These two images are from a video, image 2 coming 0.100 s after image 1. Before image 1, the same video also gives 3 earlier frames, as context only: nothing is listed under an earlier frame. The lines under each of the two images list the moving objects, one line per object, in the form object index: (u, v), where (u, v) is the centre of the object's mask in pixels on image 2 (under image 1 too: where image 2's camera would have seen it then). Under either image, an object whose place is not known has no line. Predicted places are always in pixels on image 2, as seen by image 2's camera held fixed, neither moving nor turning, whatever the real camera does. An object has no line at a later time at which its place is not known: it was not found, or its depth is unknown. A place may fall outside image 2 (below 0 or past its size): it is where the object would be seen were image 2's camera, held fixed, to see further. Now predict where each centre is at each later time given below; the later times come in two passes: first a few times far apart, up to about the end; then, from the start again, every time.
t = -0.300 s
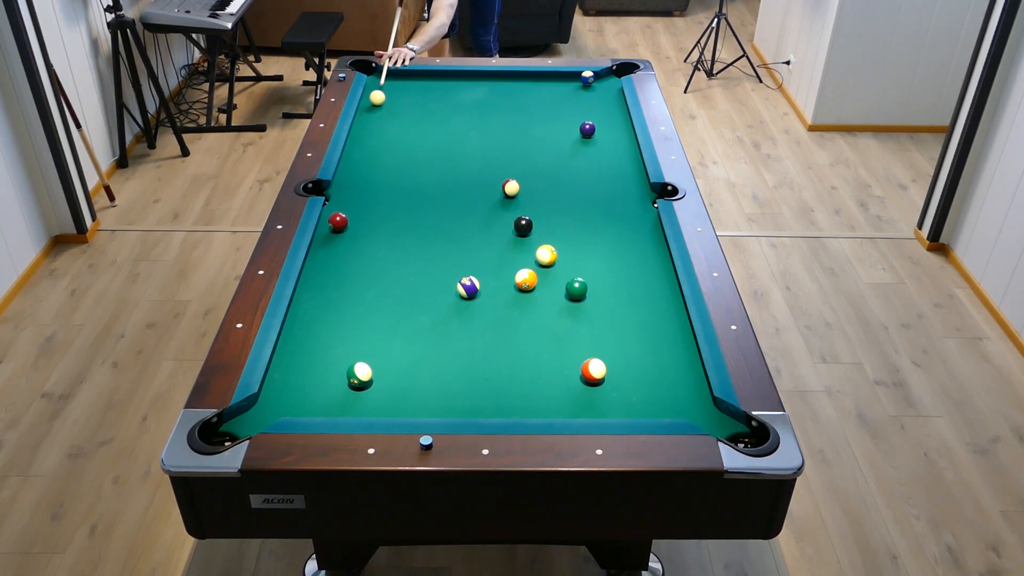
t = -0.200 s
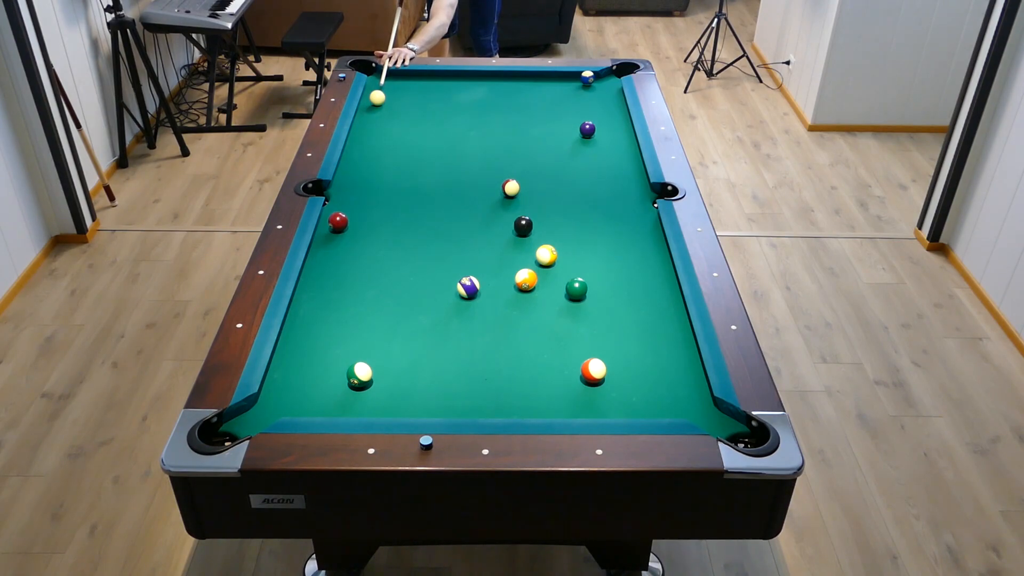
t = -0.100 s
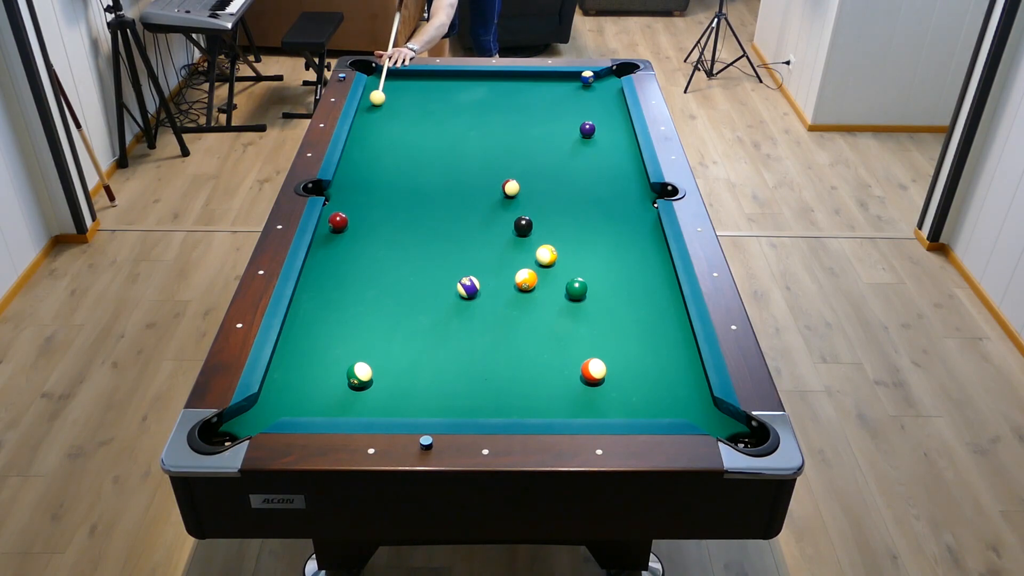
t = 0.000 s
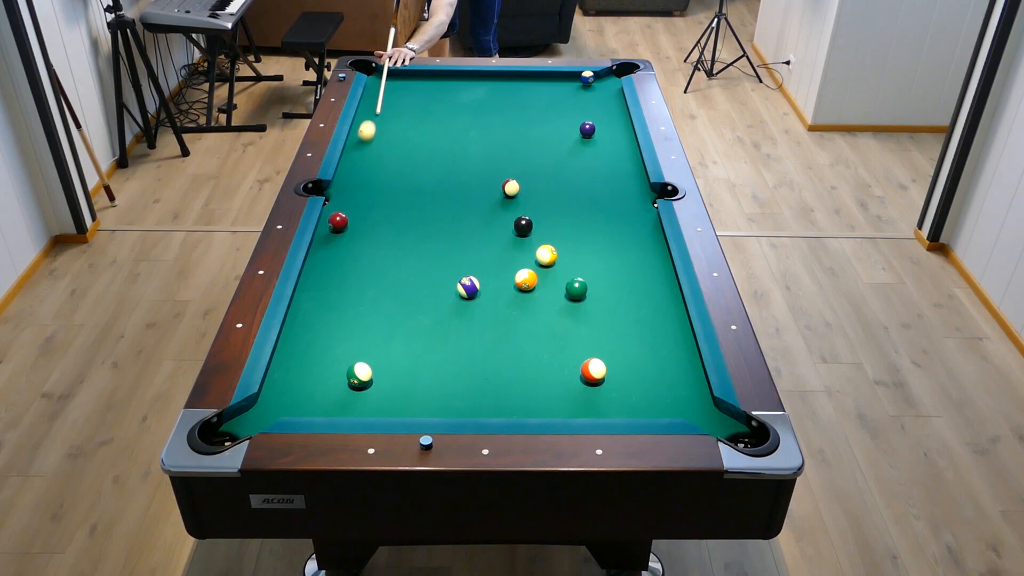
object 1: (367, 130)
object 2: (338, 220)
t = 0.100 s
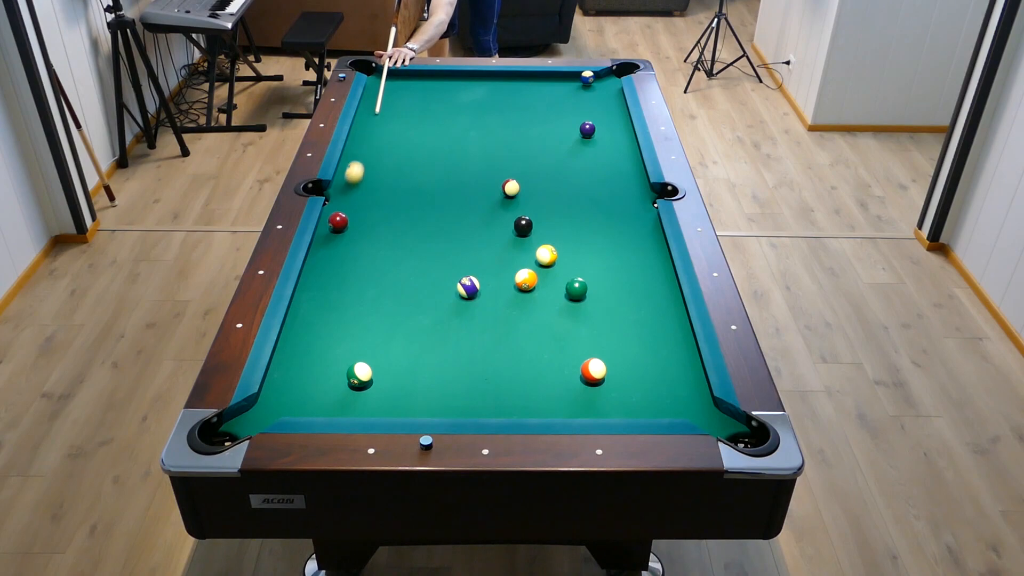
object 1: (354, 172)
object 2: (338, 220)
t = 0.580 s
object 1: (367, 202)
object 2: (258, 403)
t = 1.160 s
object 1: (393, 188)
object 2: (231, 424)
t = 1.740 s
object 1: (413, 178)
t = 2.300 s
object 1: (426, 172)
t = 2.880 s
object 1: (435, 169)
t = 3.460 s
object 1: (437, 168)
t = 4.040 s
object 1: (437, 168)
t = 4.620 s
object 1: (437, 168)
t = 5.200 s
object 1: (437, 168)
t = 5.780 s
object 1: (437, 168)
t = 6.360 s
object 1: (437, 168)
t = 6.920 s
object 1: (437, 168)
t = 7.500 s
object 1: (437, 168)
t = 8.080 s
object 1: (437, 168)
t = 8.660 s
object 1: (437, 168)
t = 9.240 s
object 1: (437, 168)
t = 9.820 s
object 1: (437, 168)
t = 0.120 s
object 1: (352, 181)
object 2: (338, 220)
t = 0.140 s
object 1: (349, 190)
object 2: (338, 220)
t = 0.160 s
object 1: (346, 200)
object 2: (338, 220)
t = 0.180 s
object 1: (344, 207)
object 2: (337, 221)
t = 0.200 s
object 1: (344, 212)
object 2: (334, 228)
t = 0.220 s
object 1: (345, 212)
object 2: (330, 238)
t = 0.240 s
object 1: (347, 212)
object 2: (325, 248)
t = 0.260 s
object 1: (348, 212)
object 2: (320, 258)
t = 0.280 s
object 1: (349, 212)
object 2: (315, 269)
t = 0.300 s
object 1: (351, 211)
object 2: (310, 281)
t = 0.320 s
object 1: (352, 211)
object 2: (304, 291)
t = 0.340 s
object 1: (353, 210)
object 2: (300, 302)
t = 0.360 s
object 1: (354, 209)
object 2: (298, 313)
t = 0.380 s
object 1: (355, 209)
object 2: (295, 324)
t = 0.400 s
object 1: (357, 208)
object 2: (293, 335)
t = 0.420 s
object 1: (358, 207)
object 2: (291, 346)
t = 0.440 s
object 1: (359, 207)
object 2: (289, 358)
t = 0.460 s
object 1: (360, 206)
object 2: (286, 369)
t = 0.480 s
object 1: (361, 206)
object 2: (283, 380)
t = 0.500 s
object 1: (362, 205)
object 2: (281, 392)
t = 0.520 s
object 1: (363, 204)
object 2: (279, 404)
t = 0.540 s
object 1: (365, 204)
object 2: (274, 410)
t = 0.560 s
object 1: (365, 203)
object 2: (264, 405)
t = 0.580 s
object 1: (367, 202)
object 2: (258, 403)
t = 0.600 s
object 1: (368, 202)
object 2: (263, 408)
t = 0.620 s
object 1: (369, 201)
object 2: (269, 412)
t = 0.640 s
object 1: (370, 201)
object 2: (267, 412)
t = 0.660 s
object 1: (371, 200)
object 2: (262, 409)
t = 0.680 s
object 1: (372, 200)
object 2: (256, 405)
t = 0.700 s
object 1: (373, 199)
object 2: (255, 406)
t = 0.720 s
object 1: (374, 198)
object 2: (257, 409)
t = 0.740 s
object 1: (375, 198)
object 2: (260, 413)
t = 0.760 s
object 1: (376, 197)
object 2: (261, 416)
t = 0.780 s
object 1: (377, 197)
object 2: (262, 418)
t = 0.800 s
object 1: (378, 196)
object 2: (261, 419)
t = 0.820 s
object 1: (379, 196)
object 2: (258, 419)
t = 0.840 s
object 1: (380, 195)
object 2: (256, 419)
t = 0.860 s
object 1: (380, 195)
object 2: (253, 419)
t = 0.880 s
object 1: (381, 194)
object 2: (250, 418)
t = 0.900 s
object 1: (382, 194)
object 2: (247, 418)
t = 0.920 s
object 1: (383, 193)
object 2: (244, 418)
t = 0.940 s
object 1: (384, 193)
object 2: (242, 417)
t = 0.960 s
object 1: (385, 192)
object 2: (239, 417)
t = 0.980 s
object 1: (386, 192)
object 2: (236, 417)
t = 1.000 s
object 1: (387, 191)
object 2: (234, 417)
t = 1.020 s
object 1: (387, 191)
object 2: (232, 417)
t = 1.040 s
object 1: (388, 191)
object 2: (233, 418)
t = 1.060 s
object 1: (389, 190)
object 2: (233, 418)
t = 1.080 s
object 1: (390, 190)
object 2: (233, 419)
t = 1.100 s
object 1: (391, 189)
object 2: (233, 420)
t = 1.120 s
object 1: (391, 189)
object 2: (232, 421)
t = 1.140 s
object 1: (392, 188)
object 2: (232, 422)
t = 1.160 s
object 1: (393, 188)
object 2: (231, 424)
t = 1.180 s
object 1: (394, 187)
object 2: (230, 427)
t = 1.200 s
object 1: (395, 187)
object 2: (229, 430)
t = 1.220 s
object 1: (395, 187)
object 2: (228, 433)
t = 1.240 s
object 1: (396, 186)
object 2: (225, 437)
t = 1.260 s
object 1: (397, 186)
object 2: (224, 440)
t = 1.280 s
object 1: (398, 185)
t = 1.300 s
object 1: (398, 185)
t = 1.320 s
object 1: (399, 185)
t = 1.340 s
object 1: (400, 184)
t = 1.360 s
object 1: (401, 184)
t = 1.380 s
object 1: (401, 184)
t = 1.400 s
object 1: (402, 183)
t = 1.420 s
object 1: (403, 183)
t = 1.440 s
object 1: (403, 182)
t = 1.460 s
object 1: (404, 182)
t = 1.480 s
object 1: (405, 182)
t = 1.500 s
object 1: (406, 182)
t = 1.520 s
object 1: (406, 181)
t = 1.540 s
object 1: (407, 181)
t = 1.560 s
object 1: (407, 181)
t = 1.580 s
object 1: (408, 180)
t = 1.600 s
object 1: (409, 180)
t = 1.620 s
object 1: (409, 180)
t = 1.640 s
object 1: (410, 179)
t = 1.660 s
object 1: (411, 179)
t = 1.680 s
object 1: (411, 179)
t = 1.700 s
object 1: (412, 178)
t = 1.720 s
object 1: (412, 178)
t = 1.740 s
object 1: (413, 178)
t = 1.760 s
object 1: (414, 178)
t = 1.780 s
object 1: (414, 177)
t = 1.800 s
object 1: (415, 177)
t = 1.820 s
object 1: (415, 177)
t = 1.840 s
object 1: (416, 177)
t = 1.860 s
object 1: (416, 176)
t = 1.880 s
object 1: (417, 176)
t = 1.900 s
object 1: (417, 176)
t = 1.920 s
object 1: (418, 176)
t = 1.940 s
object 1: (418, 175)
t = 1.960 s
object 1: (419, 175)
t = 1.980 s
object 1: (419, 175)
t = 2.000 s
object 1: (420, 175)
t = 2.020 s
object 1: (420, 174)
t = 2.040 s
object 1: (421, 174)
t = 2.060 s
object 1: (421, 174)
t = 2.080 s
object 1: (422, 174)
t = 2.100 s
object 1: (422, 174)
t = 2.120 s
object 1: (423, 173)
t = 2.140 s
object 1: (423, 173)
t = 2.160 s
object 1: (424, 173)
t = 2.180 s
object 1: (424, 173)
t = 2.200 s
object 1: (424, 173)
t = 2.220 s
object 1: (425, 172)
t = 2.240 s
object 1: (425, 172)
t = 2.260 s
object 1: (426, 172)
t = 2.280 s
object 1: (426, 172)
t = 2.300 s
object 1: (426, 172)
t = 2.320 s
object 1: (427, 172)
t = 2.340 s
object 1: (427, 172)
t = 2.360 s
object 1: (428, 171)
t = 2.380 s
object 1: (428, 171)
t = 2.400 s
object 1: (428, 171)
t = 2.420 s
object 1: (429, 171)
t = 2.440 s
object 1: (429, 171)
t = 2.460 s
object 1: (429, 171)
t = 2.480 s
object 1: (430, 171)
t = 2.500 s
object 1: (430, 170)
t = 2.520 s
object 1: (430, 170)
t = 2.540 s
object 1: (431, 170)
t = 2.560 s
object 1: (431, 170)
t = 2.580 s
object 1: (431, 170)
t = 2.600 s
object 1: (432, 170)
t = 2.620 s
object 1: (432, 170)
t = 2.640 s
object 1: (432, 170)
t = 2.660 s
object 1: (433, 170)
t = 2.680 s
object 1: (433, 170)
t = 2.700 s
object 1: (433, 169)
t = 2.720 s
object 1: (433, 169)
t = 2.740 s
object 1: (434, 169)
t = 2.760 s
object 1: (434, 169)
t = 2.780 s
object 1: (434, 169)
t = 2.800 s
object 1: (434, 169)
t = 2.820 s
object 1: (435, 169)
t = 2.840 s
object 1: (435, 169)
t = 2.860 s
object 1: (435, 169)
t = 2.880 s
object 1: (435, 169)
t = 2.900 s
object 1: (435, 169)
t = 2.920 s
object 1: (436, 169)
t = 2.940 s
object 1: (436, 169)
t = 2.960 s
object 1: (436, 169)
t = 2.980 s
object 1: (436, 169)
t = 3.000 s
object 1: (436, 169)
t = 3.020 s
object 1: (436, 169)
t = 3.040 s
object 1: (436, 168)
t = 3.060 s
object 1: (437, 168)
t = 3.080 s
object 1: (437, 168)
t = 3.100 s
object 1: (437, 168)
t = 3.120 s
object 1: (437, 168)
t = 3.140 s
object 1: (437, 168)
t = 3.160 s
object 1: (437, 168)
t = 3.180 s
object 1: (437, 168)
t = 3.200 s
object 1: (437, 168)
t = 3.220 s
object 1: (437, 168)
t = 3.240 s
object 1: (437, 168)
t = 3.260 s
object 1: (437, 168)
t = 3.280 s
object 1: (437, 168)
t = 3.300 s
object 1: (437, 168)
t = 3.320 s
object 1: (437, 168)
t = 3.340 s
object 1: (437, 168)
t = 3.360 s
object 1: (437, 168)
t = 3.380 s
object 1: (437, 168)
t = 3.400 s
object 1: (437, 168)
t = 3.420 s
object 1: (437, 168)
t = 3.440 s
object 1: (437, 168)
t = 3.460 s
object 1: (437, 168)
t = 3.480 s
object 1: (437, 168)
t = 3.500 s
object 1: (437, 168)
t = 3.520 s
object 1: (437, 168)
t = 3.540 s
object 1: (437, 168)
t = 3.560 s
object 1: (437, 168)
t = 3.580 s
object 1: (437, 168)
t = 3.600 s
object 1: (437, 168)
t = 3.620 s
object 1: (437, 168)
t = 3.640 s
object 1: (437, 168)
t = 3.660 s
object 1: (437, 168)
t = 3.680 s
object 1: (437, 168)
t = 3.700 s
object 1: (437, 168)
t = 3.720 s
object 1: (437, 168)
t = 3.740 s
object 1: (437, 168)
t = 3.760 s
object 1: (437, 168)
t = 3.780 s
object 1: (437, 168)
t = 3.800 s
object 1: (437, 168)
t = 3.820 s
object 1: (437, 168)
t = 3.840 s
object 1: (437, 168)
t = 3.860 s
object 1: (437, 168)
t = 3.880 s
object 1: (437, 168)
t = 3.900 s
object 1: (437, 168)
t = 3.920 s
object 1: (437, 168)
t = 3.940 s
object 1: (437, 168)
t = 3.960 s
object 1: (437, 168)
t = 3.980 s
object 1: (437, 168)
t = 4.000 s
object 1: (437, 168)
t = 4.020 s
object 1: (437, 168)
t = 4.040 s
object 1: (437, 168)
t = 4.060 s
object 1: (437, 168)
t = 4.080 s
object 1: (437, 168)
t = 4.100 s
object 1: (437, 168)
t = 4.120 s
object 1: (437, 168)
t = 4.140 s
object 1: (437, 168)
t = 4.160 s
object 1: (437, 168)
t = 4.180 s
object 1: (437, 168)
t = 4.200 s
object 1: (437, 168)
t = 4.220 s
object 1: (437, 168)
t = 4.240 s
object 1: (437, 168)
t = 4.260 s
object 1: (437, 168)
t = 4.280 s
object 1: (437, 168)
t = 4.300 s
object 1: (437, 168)
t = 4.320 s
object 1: (437, 168)
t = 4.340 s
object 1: (437, 168)
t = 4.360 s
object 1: (437, 168)
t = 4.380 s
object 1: (437, 168)
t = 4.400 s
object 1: (437, 168)
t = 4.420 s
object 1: (437, 168)
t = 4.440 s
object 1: (437, 168)
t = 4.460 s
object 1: (437, 168)
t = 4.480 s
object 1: (437, 168)
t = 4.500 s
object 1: (437, 168)
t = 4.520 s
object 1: (437, 168)
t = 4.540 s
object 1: (437, 168)
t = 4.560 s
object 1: (437, 168)
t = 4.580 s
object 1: (437, 168)
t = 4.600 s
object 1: (437, 168)
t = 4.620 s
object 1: (437, 168)
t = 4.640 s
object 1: (437, 168)
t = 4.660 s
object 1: (437, 168)
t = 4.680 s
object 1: (437, 168)
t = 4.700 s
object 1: (437, 168)
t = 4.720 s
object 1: (437, 168)
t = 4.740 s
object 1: (437, 168)
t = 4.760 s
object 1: (437, 168)
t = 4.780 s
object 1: (437, 168)
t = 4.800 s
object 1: (437, 168)
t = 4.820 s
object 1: (437, 168)
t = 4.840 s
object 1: (437, 168)
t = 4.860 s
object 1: (437, 168)
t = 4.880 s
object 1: (437, 168)
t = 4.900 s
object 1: (437, 168)
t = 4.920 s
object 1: (437, 168)
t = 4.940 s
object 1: (437, 168)
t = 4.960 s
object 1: (437, 168)
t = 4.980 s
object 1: (437, 168)
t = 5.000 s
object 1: (437, 168)
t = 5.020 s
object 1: (437, 168)
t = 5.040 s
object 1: (437, 168)
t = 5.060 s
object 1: (437, 168)
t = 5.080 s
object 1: (437, 168)
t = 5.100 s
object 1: (437, 168)
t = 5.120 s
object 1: (437, 168)
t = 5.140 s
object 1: (437, 168)
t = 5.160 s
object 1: (437, 168)
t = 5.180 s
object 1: (437, 168)
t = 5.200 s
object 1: (437, 168)
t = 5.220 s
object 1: (437, 168)
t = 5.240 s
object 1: (437, 168)
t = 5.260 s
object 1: (437, 168)
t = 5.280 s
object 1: (437, 168)
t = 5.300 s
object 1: (437, 168)
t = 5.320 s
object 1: (437, 168)
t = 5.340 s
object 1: (437, 168)
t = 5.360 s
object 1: (437, 168)
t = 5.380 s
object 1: (437, 168)
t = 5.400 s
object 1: (437, 168)
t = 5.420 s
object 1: (437, 168)
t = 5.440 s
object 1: (437, 168)
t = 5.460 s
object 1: (437, 168)
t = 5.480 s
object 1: (437, 168)
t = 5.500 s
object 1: (437, 168)
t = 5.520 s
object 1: (437, 168)
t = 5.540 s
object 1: (437, 168)
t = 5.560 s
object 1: (437, 168)
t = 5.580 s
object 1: (437, 168)
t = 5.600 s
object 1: (437, 168)
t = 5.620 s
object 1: (437, 168)
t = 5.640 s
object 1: (437, 168)
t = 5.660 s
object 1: (437, 168)
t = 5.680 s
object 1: (437, 168)
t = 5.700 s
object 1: (437, 168)
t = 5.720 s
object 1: (437, 168)
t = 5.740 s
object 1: (437, 168)
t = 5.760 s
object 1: (437, 168)
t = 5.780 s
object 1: (437, 168)
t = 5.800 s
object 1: (437, 168)
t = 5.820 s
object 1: (437, 168)
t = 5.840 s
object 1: (437, 168)
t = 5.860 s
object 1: (437, 168)
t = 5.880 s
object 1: (437, 168)
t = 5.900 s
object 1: (437, 168)
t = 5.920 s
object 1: (437, 168)
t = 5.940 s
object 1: (437, 168)
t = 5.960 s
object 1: (437, 168)
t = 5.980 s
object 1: (437, 168)
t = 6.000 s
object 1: (437, 168)
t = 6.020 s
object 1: (437, 168)
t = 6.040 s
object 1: (437, 168)
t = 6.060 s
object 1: (437, 168)
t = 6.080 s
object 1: (437, 168)
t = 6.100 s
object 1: (437, 168)
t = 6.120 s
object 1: (437, 168)
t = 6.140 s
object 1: (437, 168)
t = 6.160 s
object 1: (437, 168)
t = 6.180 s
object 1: (437, 168)
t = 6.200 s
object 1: (437, 168)
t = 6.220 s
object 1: (437, 168)
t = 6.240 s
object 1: (437, 168)
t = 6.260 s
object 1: (437, 168)
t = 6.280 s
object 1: (437, 168)
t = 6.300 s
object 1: (437, 168)
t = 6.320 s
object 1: (437, 168)
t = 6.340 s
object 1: (437, 168)
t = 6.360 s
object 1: (437, 168)
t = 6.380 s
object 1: (437, 168)
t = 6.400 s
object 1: (437, 168)
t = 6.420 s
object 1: (437, 168)
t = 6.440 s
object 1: (437, 168)
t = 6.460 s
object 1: (437, 168)
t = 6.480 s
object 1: (437, 168)
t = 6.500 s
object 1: (437, 168)
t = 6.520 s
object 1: (437, 168)
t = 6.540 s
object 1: (437, 168)
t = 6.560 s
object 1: (437, 168)
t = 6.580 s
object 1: (437, 168)
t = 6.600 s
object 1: (437, 168)
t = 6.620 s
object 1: (437, 168)
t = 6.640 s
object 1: (437, 168)
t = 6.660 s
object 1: (437, 168)
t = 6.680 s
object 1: (437, 168)
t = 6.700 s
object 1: (437, 168)
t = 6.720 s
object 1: (437, 168)
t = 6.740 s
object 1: (437, 168)
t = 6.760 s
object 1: (437, 168)
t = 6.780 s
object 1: (437, 168)
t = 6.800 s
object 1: (437, 168)
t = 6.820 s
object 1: (437, 168)
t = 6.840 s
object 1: (437, 168)
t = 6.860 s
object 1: (437, 168)
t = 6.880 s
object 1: (437, 168)
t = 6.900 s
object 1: (437, 168)
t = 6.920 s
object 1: (437, 168)
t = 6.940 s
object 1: (437, 168)
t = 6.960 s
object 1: (437, 168)
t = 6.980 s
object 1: (437, 168)
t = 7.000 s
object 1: (437, 168)
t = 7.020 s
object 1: (437, 168)
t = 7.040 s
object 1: (437, 168)
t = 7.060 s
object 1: (437, 168)
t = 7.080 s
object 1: (437, 168)
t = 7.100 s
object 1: (437, 168)
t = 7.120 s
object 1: (437, 168)
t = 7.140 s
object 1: (437, 168)
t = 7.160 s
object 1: (437, 168)
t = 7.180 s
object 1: (437, 168)
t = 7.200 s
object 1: (437, 168)
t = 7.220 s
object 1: (437, 168)
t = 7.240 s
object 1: (437, 168)
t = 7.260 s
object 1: (437, 168)
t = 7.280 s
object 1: (437, 168)
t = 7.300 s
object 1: (437, 168)
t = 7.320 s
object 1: (437, 168)
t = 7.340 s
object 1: (437, 168)
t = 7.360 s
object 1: (437, 168)
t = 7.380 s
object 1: (437, 168)
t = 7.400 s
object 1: (437, 168)
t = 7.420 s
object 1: (437, 168)
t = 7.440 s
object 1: (437, 168)
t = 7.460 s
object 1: (437, 168)
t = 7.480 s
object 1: (437, 168)
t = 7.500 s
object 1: (437, 168)
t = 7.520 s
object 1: (437, 168)
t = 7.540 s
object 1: (437, 168)
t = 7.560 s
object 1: (437, 168)
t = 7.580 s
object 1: (437, 168)
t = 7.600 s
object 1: (437, 168)
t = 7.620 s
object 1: (437, 168)
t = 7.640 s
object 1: (437, 168)
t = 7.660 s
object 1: (437, 168)
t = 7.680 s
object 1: (437, 168)
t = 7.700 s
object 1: (437, 168)
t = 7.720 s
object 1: (437, 168)
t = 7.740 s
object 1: (437, 168)
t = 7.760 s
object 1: (437, 168)
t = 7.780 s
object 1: (437, 168)
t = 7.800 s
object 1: (437, 168)
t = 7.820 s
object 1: (437, 168)
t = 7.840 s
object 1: (437, 168)
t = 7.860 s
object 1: (437, 168)
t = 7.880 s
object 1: (437, 168)
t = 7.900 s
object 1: (437, 168)
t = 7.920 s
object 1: (437, 168)
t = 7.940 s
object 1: (437, 168)
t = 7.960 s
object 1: (437, 168)
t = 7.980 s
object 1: (437, 168)
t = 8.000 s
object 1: (437, 168)
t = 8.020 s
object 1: (437, 168)
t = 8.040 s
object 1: (437, 168)
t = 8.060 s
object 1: (437, 168)
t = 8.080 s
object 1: (437, 168)
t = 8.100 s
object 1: (437, 168)
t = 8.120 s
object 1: (437, 168)
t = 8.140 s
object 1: (437, 168)
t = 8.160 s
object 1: (437, 168)
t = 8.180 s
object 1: (437, 168)
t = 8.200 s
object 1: (437, 168)
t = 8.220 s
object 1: (437, 168)
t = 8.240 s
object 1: (437, 168)
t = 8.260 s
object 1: (437, 168)
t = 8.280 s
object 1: (437, 168)
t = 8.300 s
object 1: (437, 168)
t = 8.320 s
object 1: (437, 168)
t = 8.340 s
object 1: (437, 168)
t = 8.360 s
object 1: (437, 168)
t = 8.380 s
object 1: (437, 168)
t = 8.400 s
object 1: (437, 168)
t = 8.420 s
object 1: (437, 168)
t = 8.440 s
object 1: (437, 168)
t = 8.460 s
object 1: (437, 168)
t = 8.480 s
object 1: (437, 168)
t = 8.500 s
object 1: (437, 168)
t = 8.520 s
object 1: (437, 168)
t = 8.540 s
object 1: (437, 168)
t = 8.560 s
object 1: (437, 168)
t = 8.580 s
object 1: (437, 168)
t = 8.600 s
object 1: (437, 168)
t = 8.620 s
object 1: (437, 168)
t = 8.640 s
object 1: (437, 168)
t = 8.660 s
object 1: (437, 168)
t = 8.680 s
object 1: (437, 168)
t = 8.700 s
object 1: (437, 168)
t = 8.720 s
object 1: (437, 168)
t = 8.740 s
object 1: (437, 168)
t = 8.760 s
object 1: (437, 168)
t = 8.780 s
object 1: (437, 168)
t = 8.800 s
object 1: (437, 168)
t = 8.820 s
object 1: (437, 168)
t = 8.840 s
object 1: (437, 168)
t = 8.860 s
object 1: (437, 168)
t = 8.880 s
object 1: (437, 168)
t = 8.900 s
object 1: (437, 168)
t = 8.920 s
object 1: (437, 168)
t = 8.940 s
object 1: (437, 168)
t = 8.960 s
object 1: (437, 168)
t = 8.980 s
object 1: (437, 168)
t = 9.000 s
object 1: (437, 168)
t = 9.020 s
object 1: (437, 168)
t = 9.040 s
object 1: (437, 168)
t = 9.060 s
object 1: (437, 168)
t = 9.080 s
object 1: (437, 168)
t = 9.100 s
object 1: (437, 168)
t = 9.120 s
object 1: (437, 168)
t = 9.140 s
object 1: (437, 168)
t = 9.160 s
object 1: (437, 168)
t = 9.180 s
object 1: (437, 168)
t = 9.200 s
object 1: (437, 168)
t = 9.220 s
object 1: (437, 168)
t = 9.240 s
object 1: (437, 168)
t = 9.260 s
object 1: (437, 168)
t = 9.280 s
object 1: (437, 168)
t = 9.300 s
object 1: (437, 168)
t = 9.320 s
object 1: (437, 168)
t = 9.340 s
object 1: (437, 168)
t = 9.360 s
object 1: (437, 168)
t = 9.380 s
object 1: (437, 168)
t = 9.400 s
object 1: (437, 168)
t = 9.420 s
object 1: (437, 168)
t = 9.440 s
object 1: (437, 168)
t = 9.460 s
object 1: (437, 168)
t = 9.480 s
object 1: (437, 168)
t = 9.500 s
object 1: (437, 168)
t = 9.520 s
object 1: (437, 168)
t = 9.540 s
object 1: (437, 168)
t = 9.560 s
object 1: (437, 168)
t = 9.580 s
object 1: (437, 168)
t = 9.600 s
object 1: (437, 168)
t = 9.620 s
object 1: (437, 168)
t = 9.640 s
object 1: (437, 168)
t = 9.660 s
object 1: (437, 168)
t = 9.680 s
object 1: (437, 168)
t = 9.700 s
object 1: (437, 168)
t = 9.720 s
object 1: (437, 168)
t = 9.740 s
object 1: (437, 168)
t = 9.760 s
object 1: (437, 168)
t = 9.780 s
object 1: (437, 168)
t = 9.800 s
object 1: (437, 168)
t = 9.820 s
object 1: (437, 168)
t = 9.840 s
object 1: (437, 168)
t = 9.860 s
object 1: (437, 168)
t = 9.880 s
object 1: (437, 168)
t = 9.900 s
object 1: (437, 168)
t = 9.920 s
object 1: (437, 168)
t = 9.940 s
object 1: (437, 168)
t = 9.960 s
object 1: (437, 168)
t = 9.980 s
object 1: (437, 168)
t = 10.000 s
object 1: (437, 168)
